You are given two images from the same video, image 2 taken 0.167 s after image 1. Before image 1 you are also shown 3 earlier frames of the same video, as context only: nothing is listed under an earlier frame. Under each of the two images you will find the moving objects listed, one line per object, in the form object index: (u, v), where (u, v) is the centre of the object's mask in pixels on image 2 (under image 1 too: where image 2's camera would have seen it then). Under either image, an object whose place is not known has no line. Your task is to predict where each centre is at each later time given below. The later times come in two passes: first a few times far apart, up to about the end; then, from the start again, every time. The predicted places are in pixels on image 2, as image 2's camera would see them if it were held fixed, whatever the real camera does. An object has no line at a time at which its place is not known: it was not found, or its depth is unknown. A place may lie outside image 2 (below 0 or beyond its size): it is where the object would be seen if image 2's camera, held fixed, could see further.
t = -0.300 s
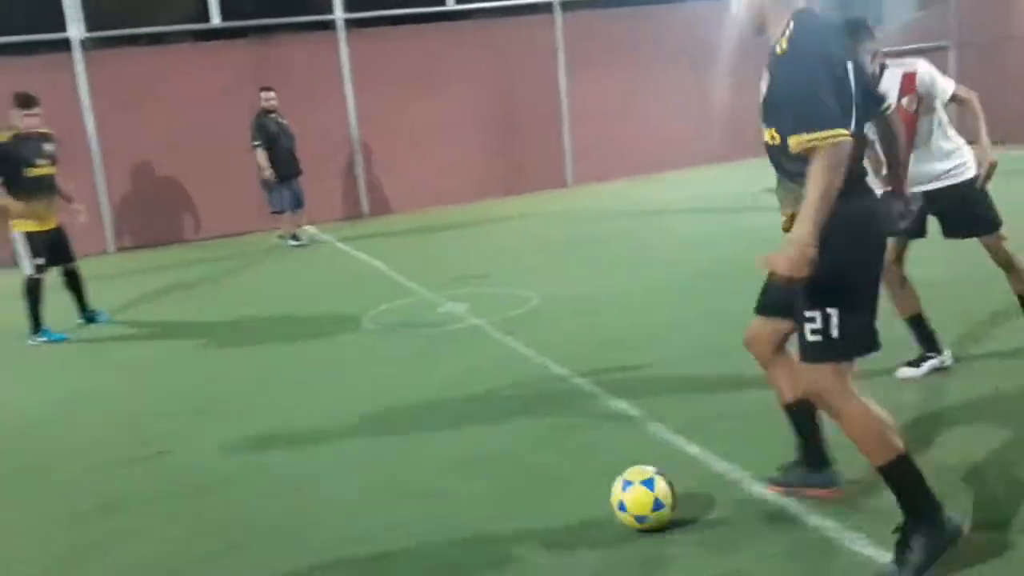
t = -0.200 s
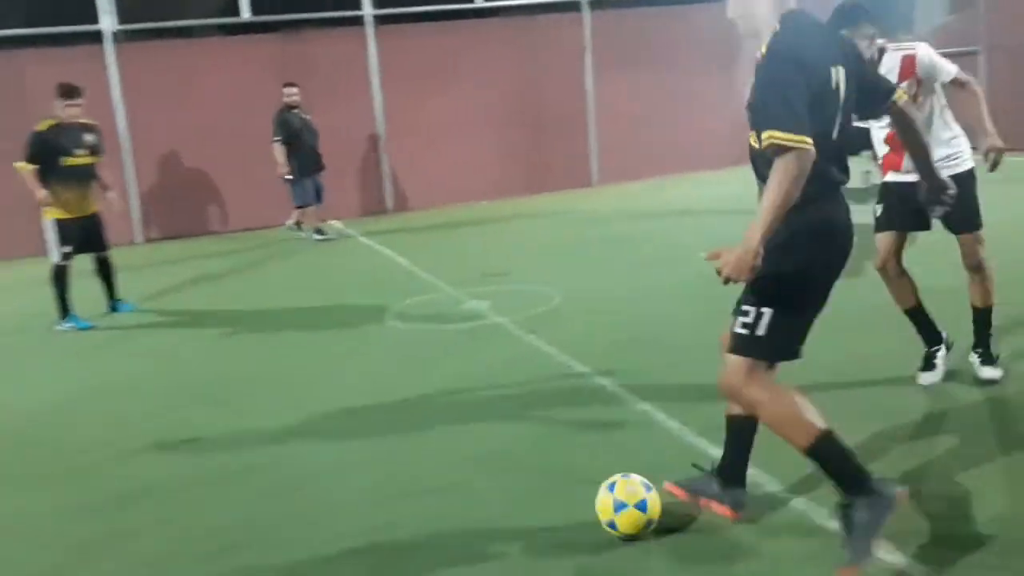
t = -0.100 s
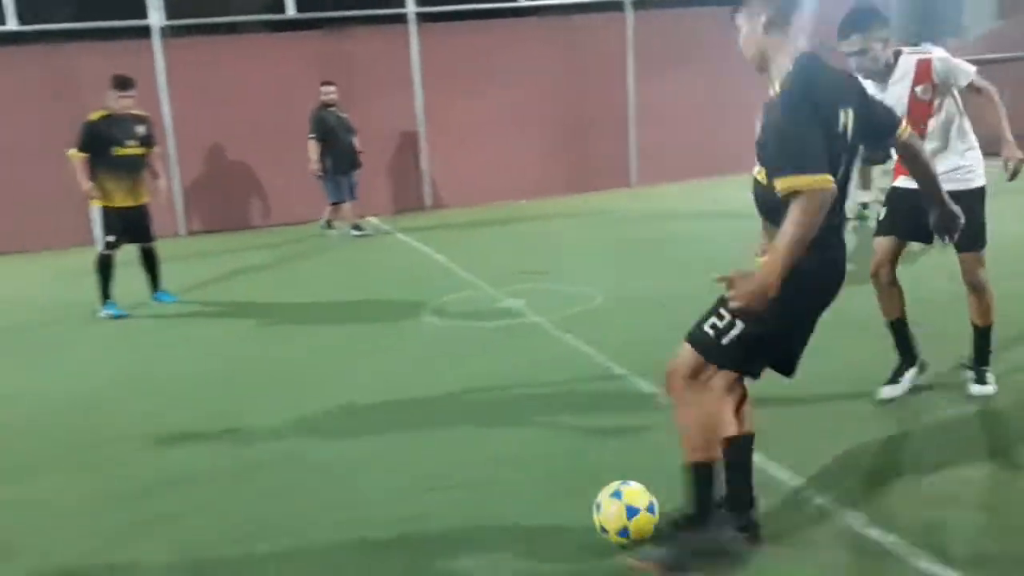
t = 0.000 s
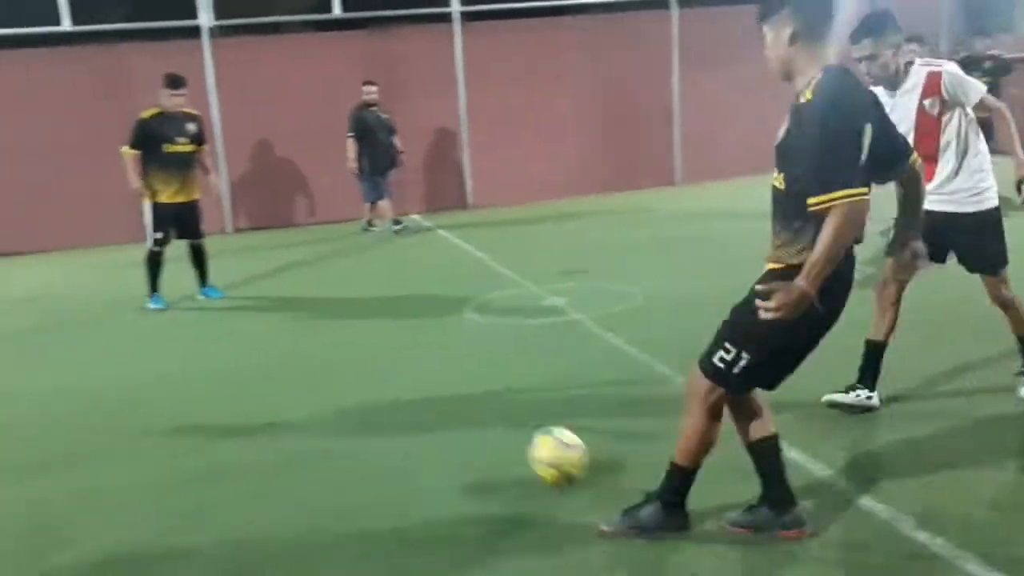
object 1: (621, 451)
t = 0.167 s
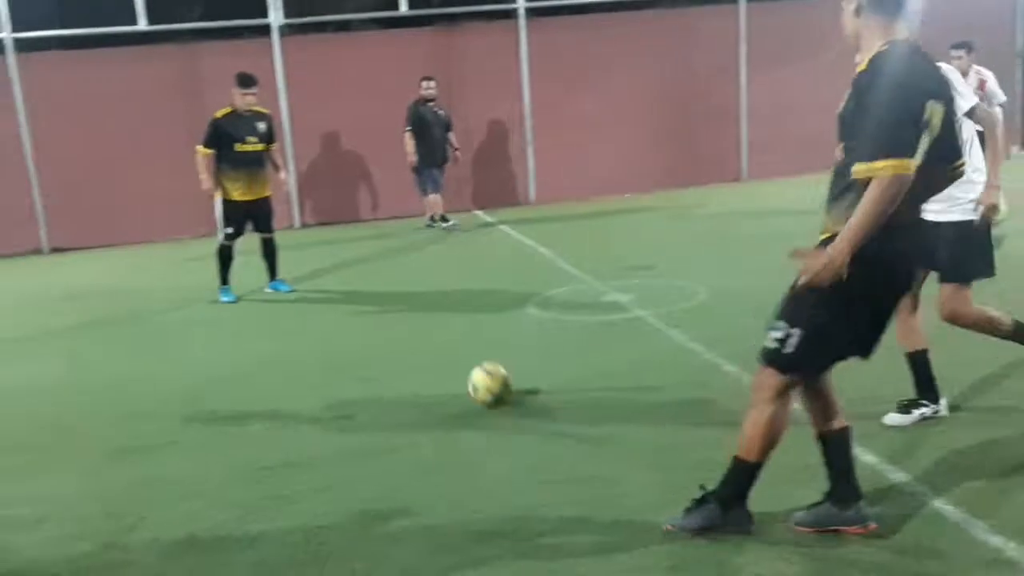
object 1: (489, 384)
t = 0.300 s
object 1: (430, 349)
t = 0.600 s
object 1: (350, 310)
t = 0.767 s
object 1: (320, 295)
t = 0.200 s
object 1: (472, 374)
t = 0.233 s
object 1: (456, 365)
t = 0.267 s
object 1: (441, 357)
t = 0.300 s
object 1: (430, 349)
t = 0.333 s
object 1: (418, 344)
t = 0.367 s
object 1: (406, 339)
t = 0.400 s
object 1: (396, 332)
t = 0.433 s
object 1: (387, 328)
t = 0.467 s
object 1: (378, 324)
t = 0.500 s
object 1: (370, 320)
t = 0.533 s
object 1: (363, 316)
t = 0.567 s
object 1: (356, 314)
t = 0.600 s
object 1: (350, 310)
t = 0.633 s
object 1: (343, 306)
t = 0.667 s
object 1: (337, 304)
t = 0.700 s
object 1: (331, 301)
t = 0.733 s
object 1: (325, 298)
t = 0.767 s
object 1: (320, 295)
